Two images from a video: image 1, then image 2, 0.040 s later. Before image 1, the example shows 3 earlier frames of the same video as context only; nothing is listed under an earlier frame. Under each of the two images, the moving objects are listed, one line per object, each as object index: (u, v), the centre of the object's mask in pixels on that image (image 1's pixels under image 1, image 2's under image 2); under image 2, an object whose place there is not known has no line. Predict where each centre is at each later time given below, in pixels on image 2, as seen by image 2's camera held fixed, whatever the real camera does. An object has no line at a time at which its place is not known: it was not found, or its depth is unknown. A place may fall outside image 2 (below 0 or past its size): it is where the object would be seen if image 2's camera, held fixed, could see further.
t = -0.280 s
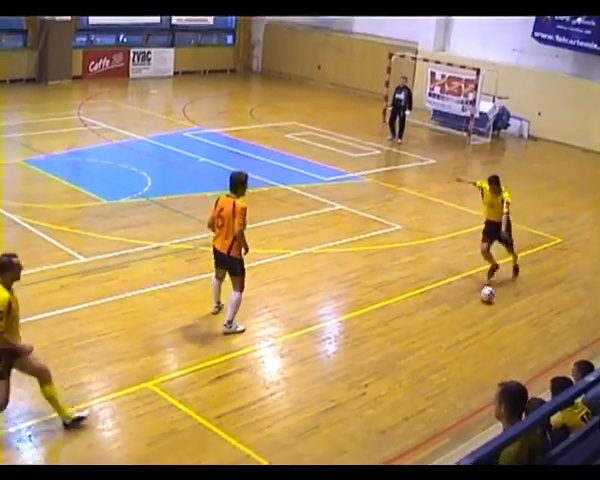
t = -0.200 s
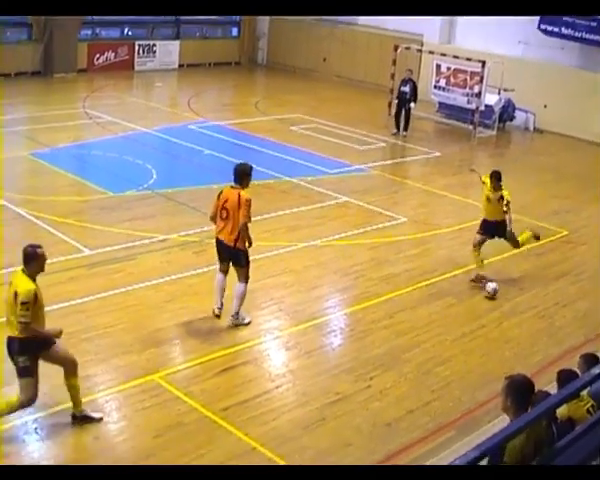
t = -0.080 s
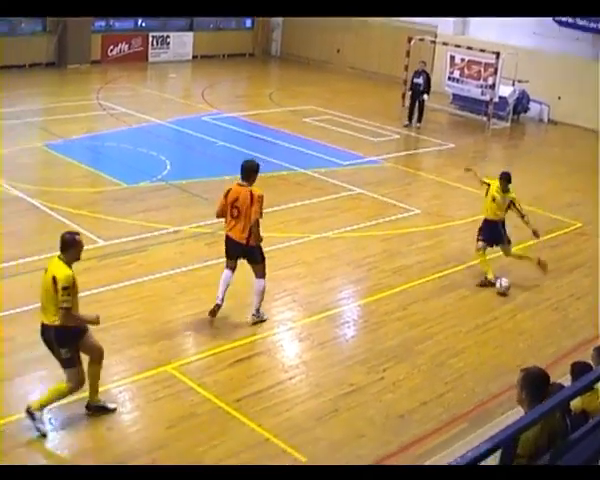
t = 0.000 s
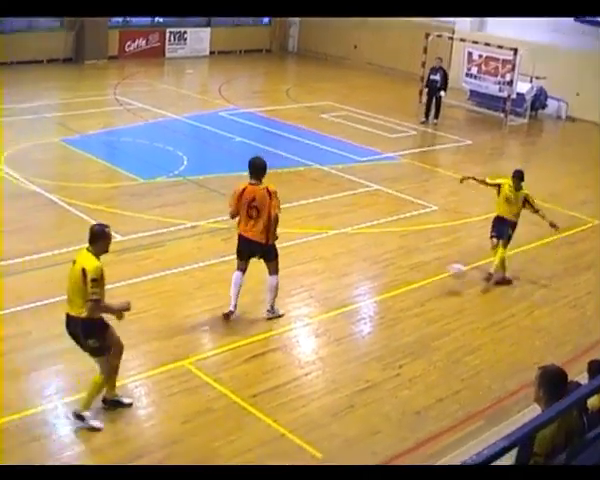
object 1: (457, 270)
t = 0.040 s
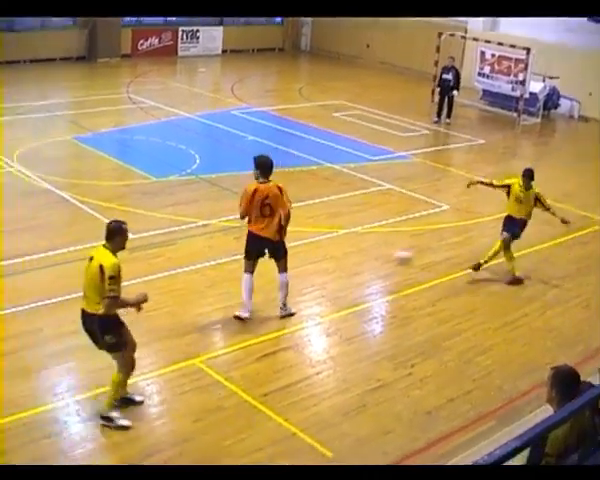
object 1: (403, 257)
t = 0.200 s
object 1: (118, 204)
